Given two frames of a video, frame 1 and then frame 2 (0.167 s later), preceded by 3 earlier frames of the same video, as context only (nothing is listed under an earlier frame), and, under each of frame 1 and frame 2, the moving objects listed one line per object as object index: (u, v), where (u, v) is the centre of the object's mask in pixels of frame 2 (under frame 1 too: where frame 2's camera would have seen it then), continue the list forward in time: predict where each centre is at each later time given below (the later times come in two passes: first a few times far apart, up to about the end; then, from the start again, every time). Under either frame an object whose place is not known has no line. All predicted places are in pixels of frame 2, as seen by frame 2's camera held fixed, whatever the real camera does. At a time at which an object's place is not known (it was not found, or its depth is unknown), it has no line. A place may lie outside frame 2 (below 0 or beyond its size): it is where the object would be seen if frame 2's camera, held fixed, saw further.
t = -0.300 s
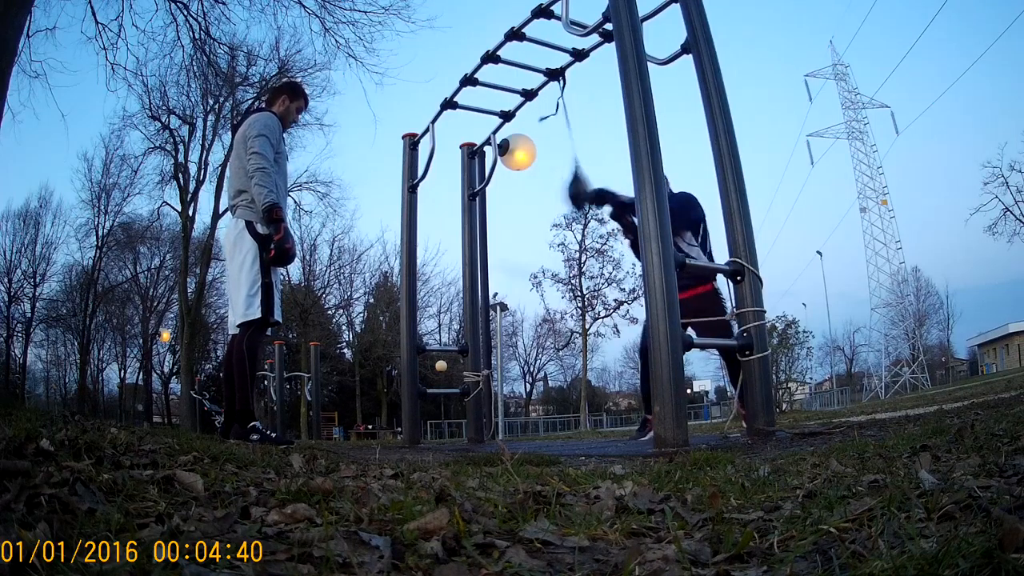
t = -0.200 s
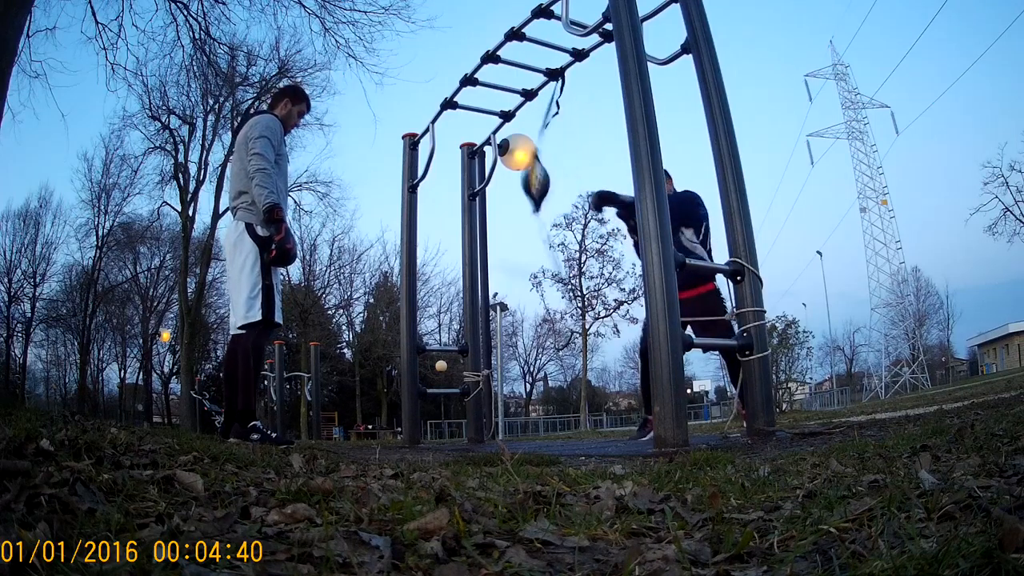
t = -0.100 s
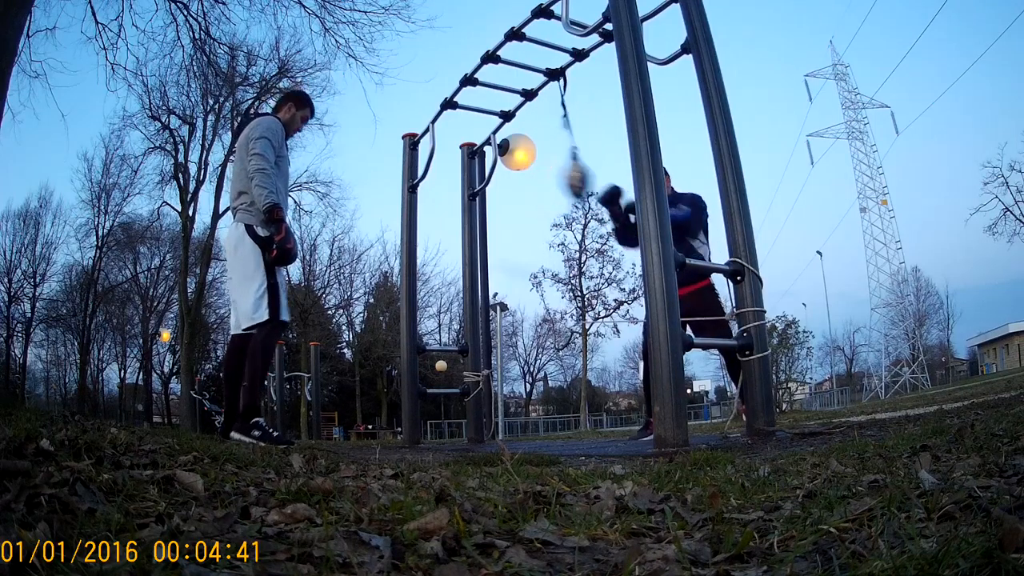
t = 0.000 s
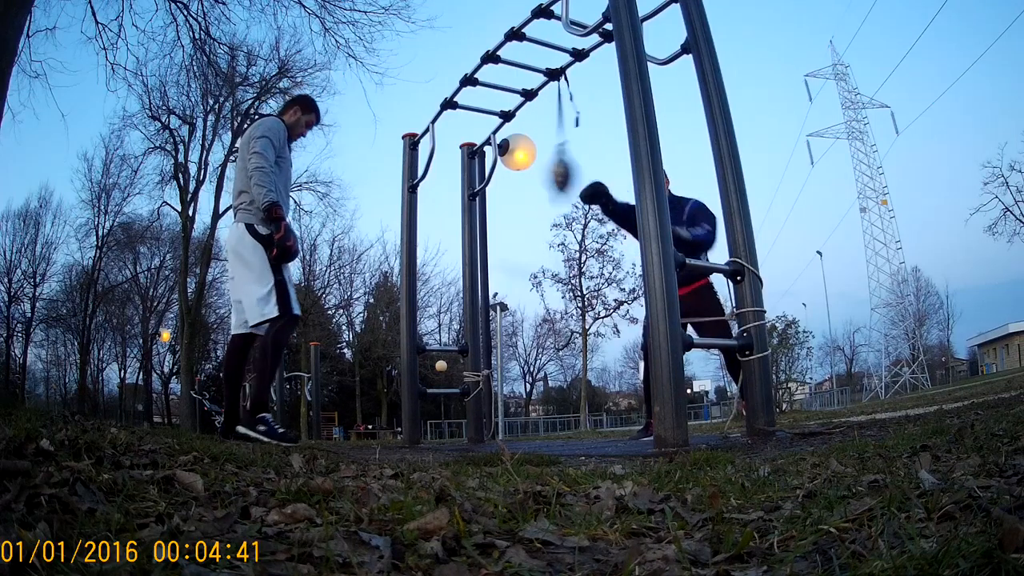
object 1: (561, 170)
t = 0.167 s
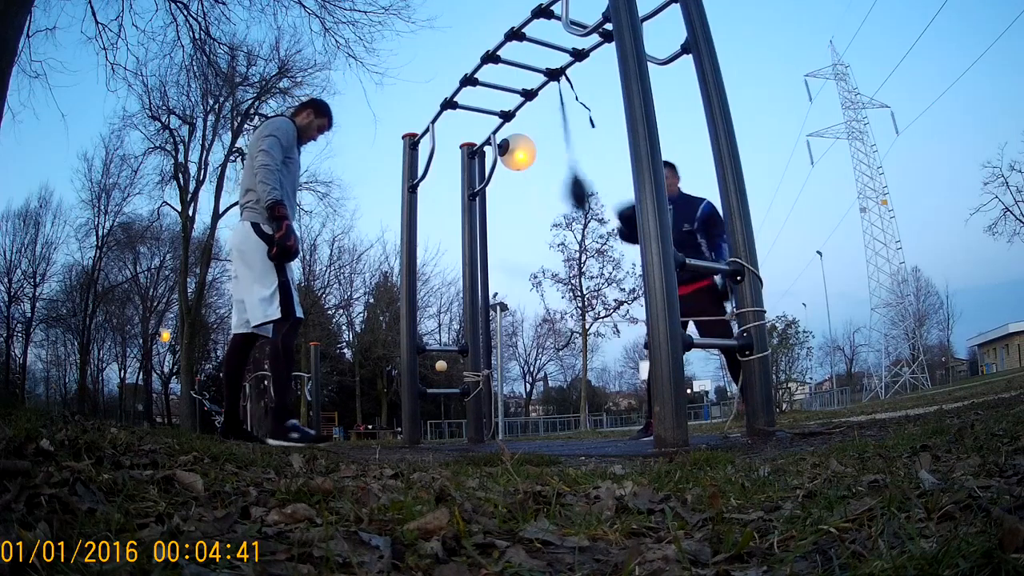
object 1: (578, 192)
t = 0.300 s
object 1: (576, 180)
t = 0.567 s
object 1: (598, 183)
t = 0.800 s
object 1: (562, 190)
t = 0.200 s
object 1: (593, 189)
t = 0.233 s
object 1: (599, 186)
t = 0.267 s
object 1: (593, 182)
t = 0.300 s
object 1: (576, 180)
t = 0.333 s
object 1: (557, 175)
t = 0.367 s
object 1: (543, 181)
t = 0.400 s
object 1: (538, 183)
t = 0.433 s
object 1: (546, 190)
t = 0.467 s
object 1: (563, 192)
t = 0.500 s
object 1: (580, 189)
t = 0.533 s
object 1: (594, 189)
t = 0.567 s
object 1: (598, 183)
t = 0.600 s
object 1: (592, 179)
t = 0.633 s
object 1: (575, 180)
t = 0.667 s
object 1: (557, 177)
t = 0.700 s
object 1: (543, 183)
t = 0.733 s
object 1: (539, 185)
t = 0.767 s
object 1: (544, 188)
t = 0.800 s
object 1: (562, 190)
